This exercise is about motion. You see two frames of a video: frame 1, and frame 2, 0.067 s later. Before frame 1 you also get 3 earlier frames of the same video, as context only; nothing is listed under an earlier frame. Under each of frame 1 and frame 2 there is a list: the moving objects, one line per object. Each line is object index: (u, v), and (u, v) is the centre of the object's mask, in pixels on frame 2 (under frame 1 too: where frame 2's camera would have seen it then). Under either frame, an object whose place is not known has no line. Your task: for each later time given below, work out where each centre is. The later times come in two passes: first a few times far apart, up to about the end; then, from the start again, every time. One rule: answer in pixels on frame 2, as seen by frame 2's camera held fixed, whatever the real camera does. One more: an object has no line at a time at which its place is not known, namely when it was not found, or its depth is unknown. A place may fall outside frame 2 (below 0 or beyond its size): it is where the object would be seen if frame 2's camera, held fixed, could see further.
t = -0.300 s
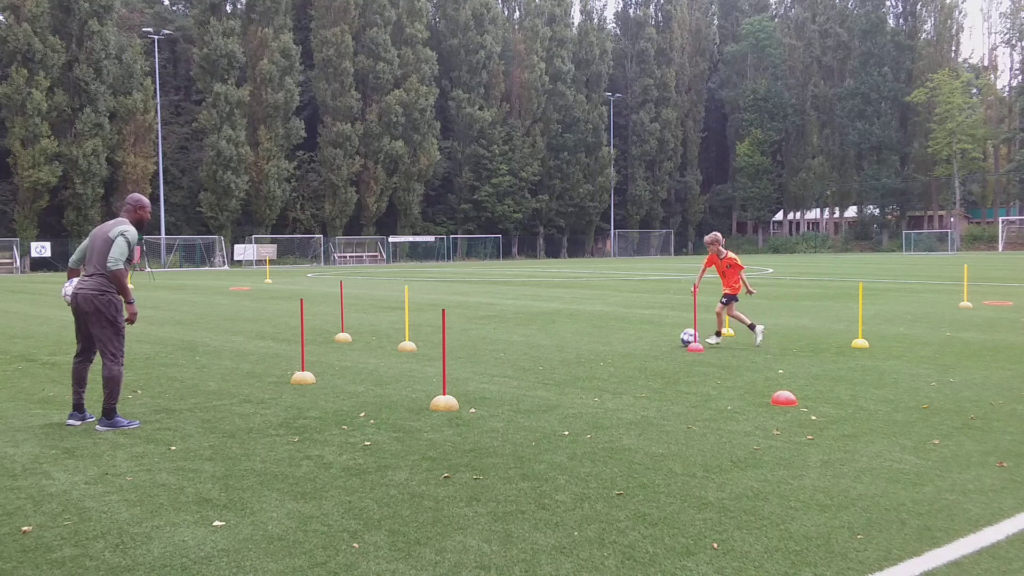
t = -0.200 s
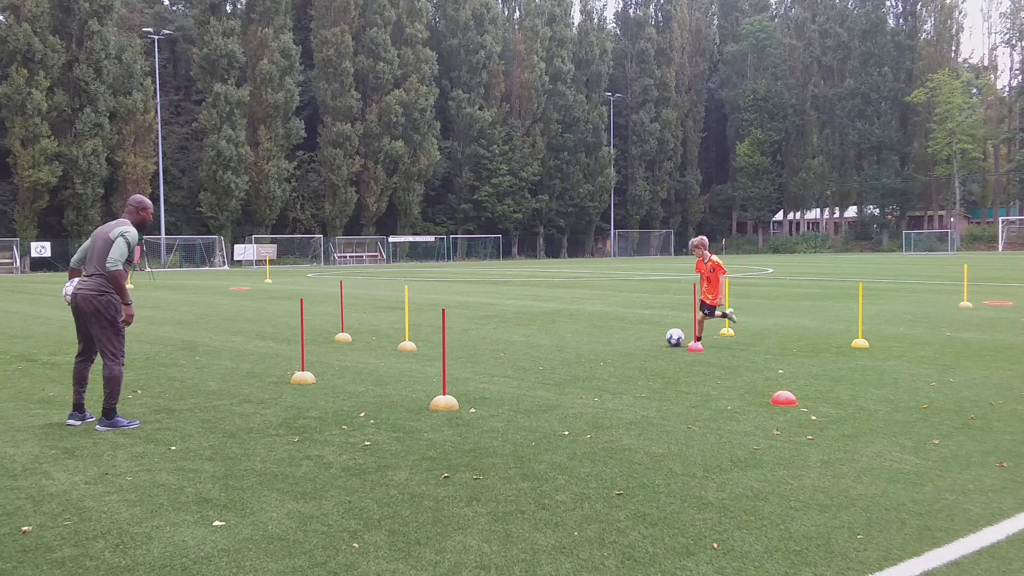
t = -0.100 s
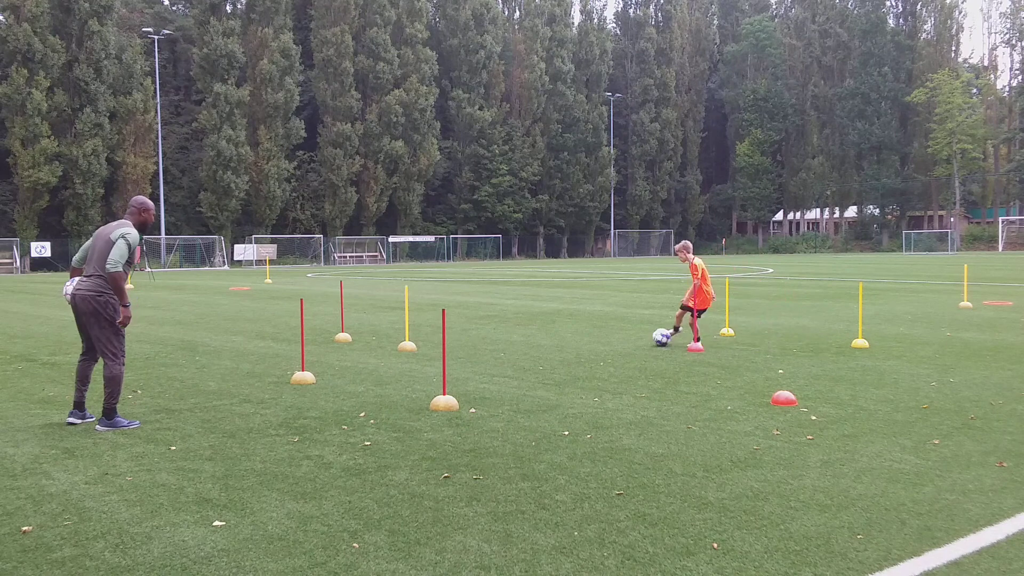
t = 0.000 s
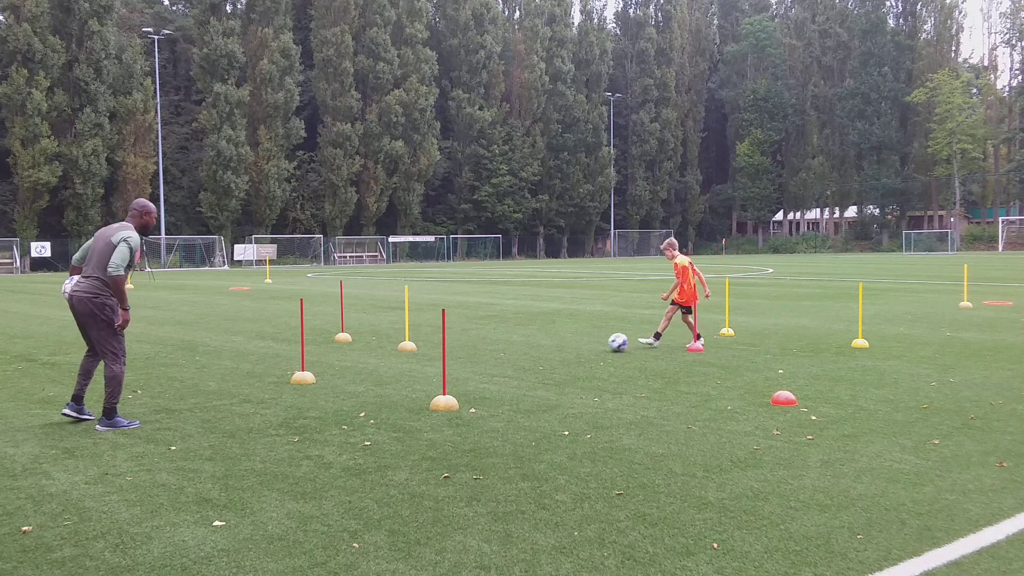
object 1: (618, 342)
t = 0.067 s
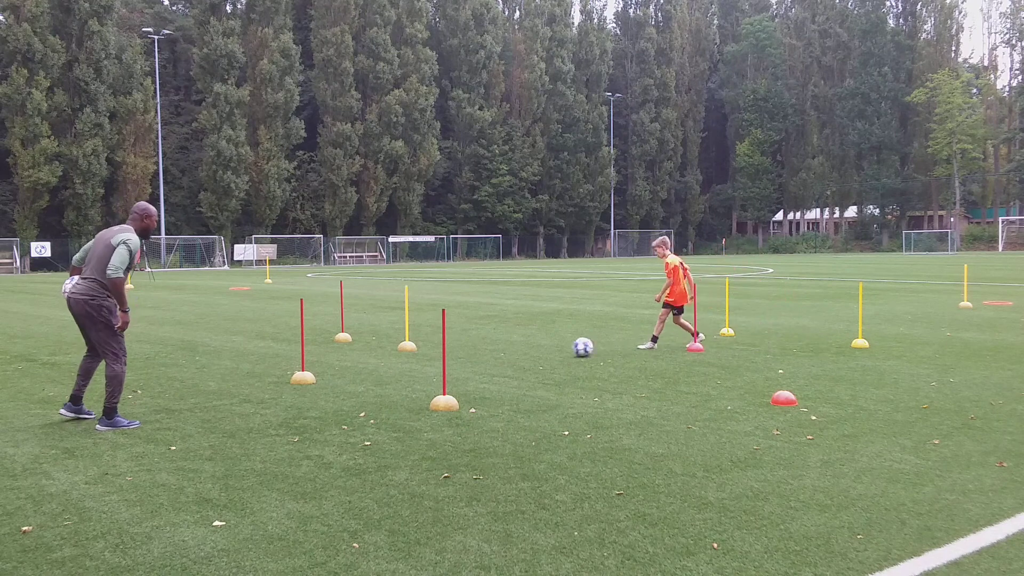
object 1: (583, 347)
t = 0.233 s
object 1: (492, 358)
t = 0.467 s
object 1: (360, 372)
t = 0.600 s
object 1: (282, 381)
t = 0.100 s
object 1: (565, 349)
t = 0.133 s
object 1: (547, 351)
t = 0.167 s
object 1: (529, 353)
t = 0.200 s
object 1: (511, 356)
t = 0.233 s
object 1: (492, 358)
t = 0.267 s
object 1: (474, 361)
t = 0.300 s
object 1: (455, 363)
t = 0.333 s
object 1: (434, 365)
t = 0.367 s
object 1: (415, 368)
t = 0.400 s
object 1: (397, 370)
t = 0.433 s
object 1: (379, 370)
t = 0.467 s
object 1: (360, 372)
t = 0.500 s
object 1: (339, 376)
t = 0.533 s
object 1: (319, 381)
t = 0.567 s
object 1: (301, 381)
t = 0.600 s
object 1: (282, 381)
